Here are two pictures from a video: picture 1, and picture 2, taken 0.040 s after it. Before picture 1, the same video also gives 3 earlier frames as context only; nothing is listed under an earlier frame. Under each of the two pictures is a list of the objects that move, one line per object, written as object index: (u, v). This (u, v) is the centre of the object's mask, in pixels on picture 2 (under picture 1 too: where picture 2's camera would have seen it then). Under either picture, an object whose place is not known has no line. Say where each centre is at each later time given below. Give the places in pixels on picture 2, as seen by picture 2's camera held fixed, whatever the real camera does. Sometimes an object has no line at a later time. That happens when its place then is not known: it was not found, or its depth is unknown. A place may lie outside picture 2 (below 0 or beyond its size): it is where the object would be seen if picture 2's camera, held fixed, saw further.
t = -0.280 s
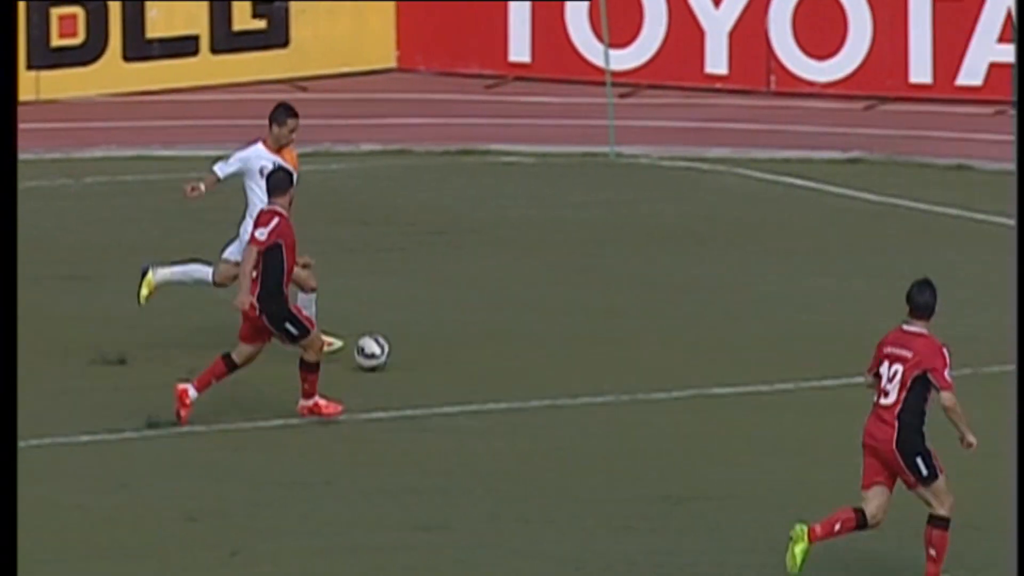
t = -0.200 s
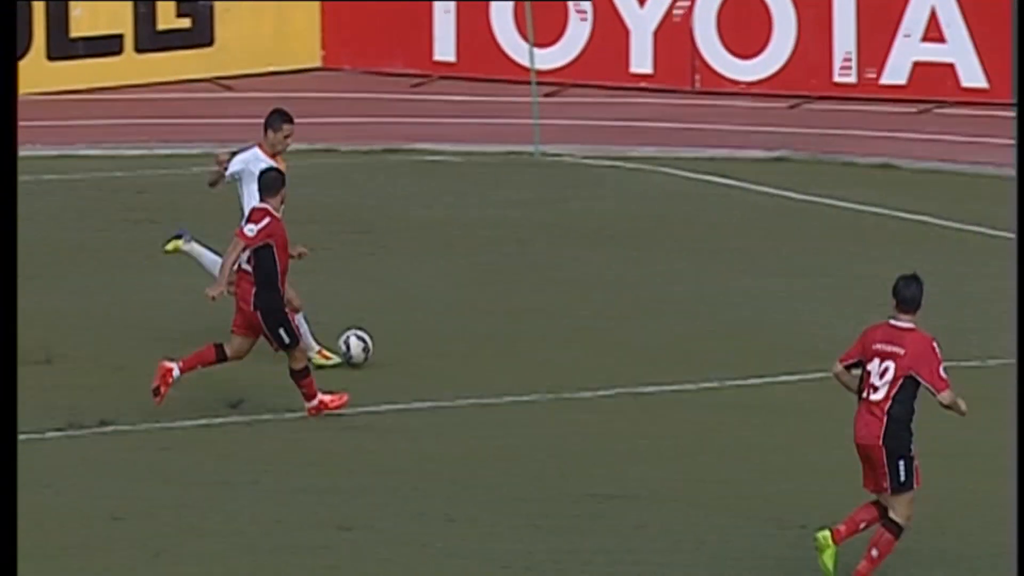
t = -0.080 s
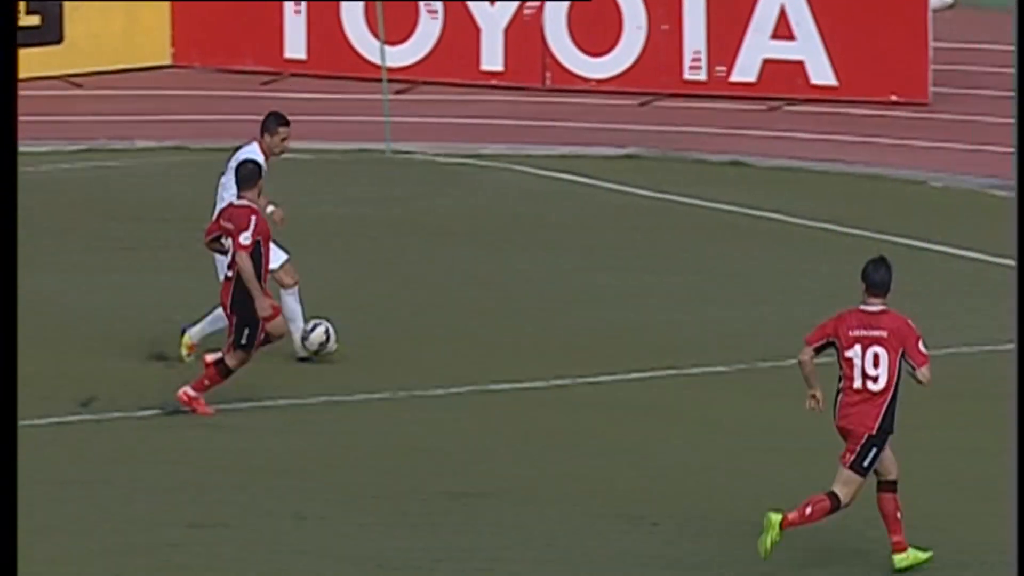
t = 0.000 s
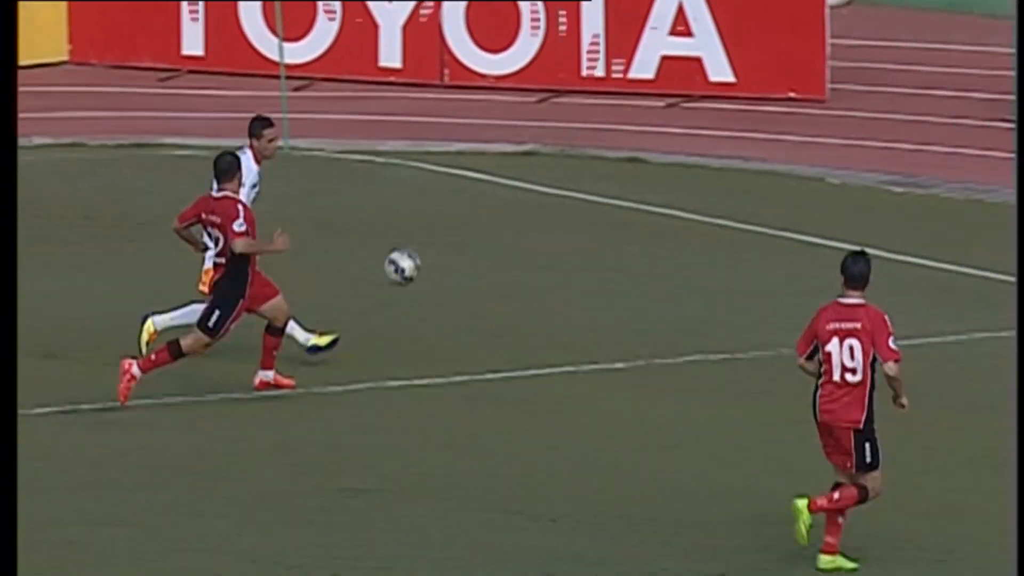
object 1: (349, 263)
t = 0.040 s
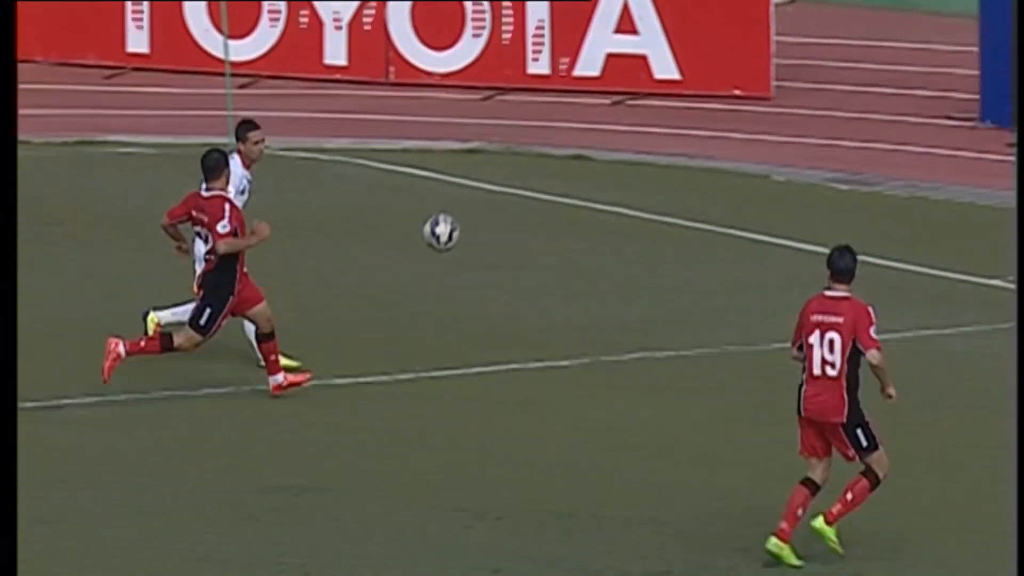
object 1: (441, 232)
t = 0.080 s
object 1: (532, 202)
